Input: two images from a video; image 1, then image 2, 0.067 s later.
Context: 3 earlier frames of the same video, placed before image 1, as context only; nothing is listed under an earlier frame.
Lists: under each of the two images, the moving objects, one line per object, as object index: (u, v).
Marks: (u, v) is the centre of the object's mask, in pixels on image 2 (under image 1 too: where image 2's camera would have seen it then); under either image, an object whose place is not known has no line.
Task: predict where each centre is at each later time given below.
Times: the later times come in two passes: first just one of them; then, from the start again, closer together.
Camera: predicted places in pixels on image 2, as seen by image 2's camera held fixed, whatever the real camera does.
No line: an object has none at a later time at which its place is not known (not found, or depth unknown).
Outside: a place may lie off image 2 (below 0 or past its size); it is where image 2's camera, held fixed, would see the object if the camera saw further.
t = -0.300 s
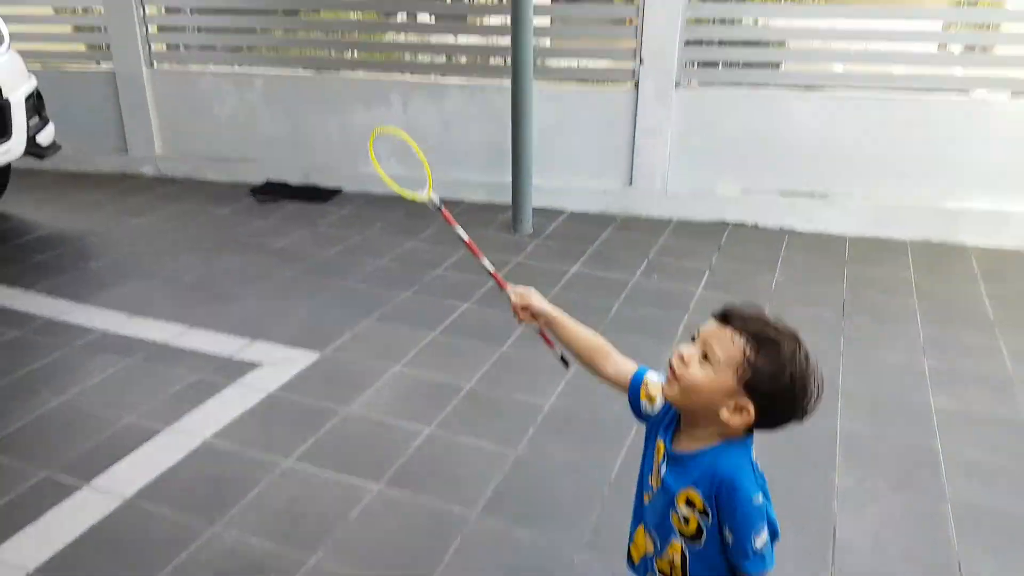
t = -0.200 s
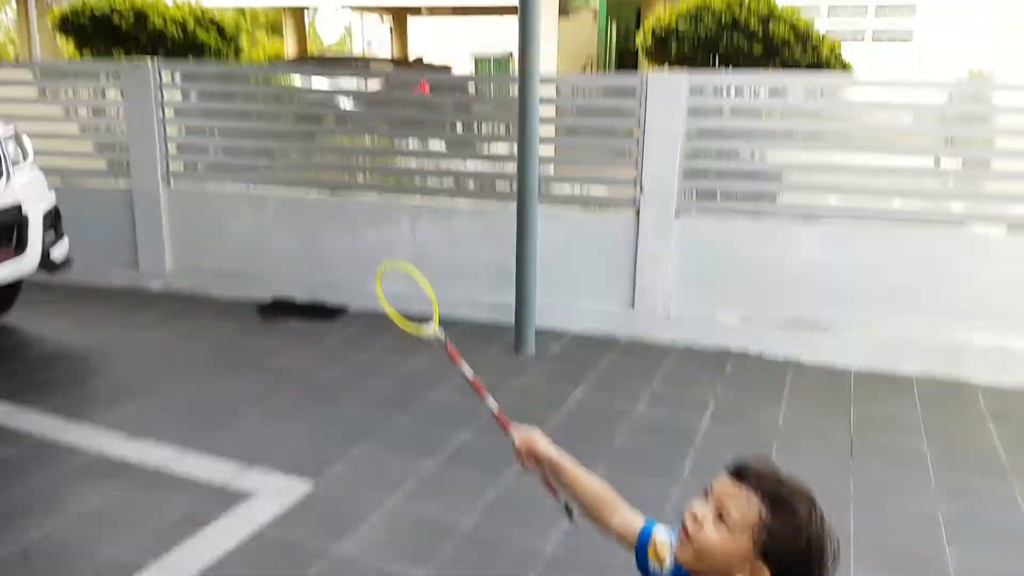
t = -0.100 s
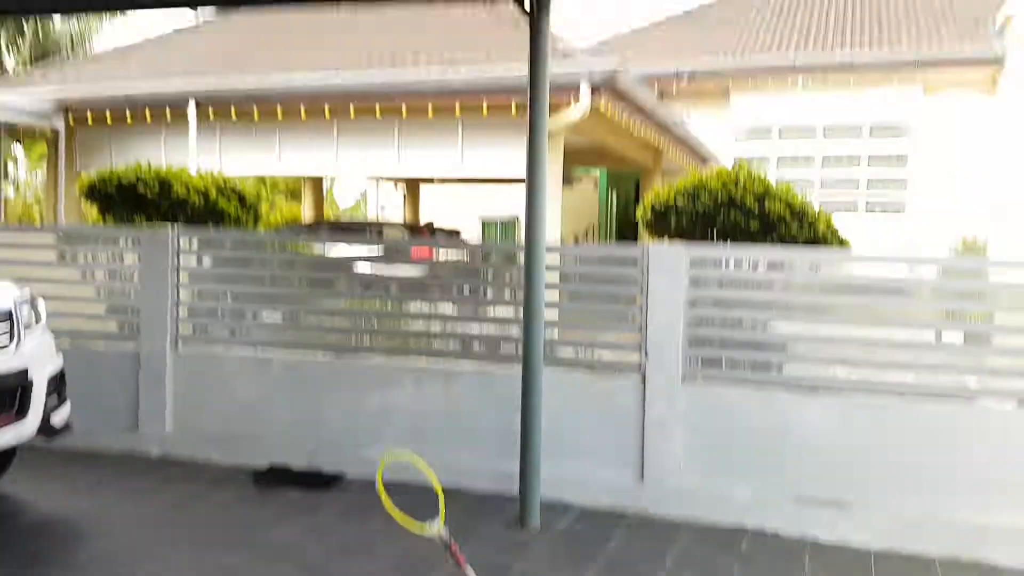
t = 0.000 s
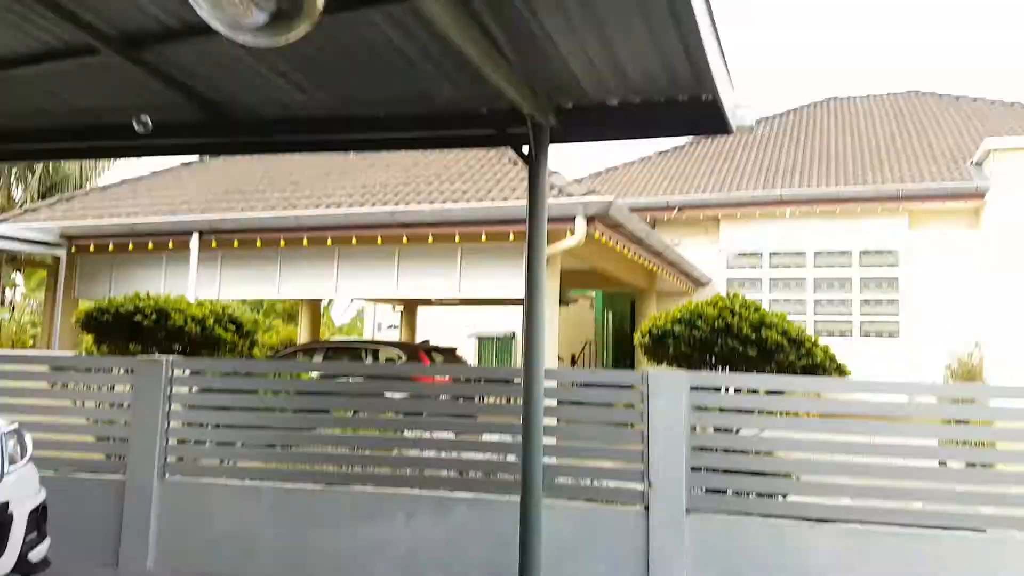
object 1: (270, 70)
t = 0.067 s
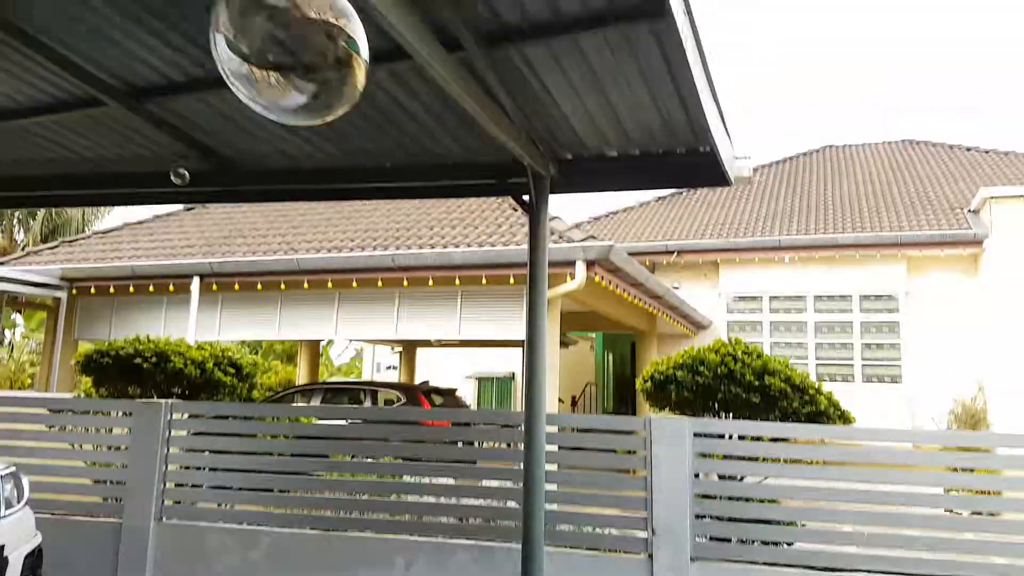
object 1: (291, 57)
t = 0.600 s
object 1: (529, 153)
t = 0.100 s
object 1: (305, 58)
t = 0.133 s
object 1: (322, 68)
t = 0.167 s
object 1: (337, 78)
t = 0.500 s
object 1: (487, 141)
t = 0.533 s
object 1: (503, 146)
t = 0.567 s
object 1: (516, 150)
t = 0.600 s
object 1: (529, 153)
